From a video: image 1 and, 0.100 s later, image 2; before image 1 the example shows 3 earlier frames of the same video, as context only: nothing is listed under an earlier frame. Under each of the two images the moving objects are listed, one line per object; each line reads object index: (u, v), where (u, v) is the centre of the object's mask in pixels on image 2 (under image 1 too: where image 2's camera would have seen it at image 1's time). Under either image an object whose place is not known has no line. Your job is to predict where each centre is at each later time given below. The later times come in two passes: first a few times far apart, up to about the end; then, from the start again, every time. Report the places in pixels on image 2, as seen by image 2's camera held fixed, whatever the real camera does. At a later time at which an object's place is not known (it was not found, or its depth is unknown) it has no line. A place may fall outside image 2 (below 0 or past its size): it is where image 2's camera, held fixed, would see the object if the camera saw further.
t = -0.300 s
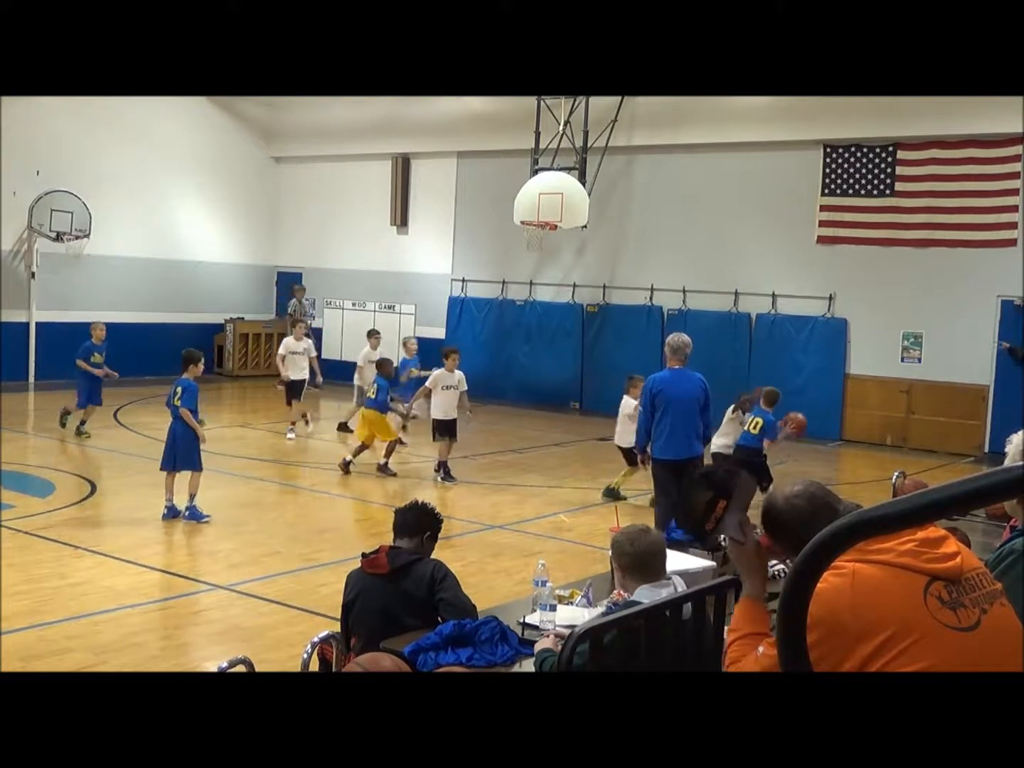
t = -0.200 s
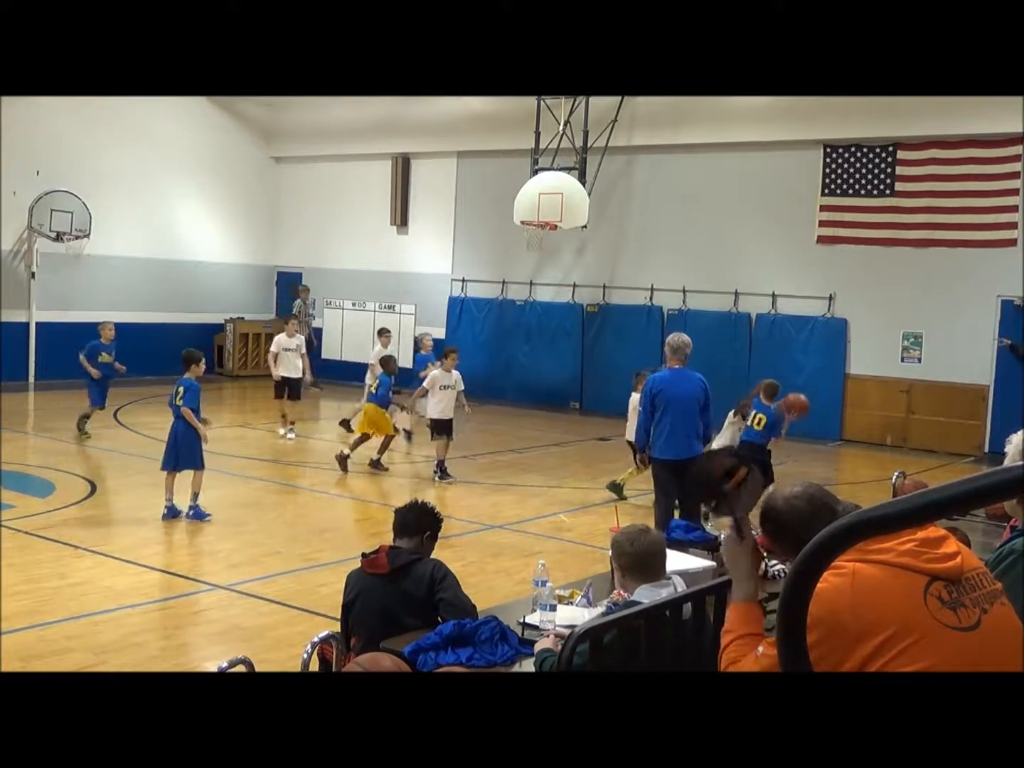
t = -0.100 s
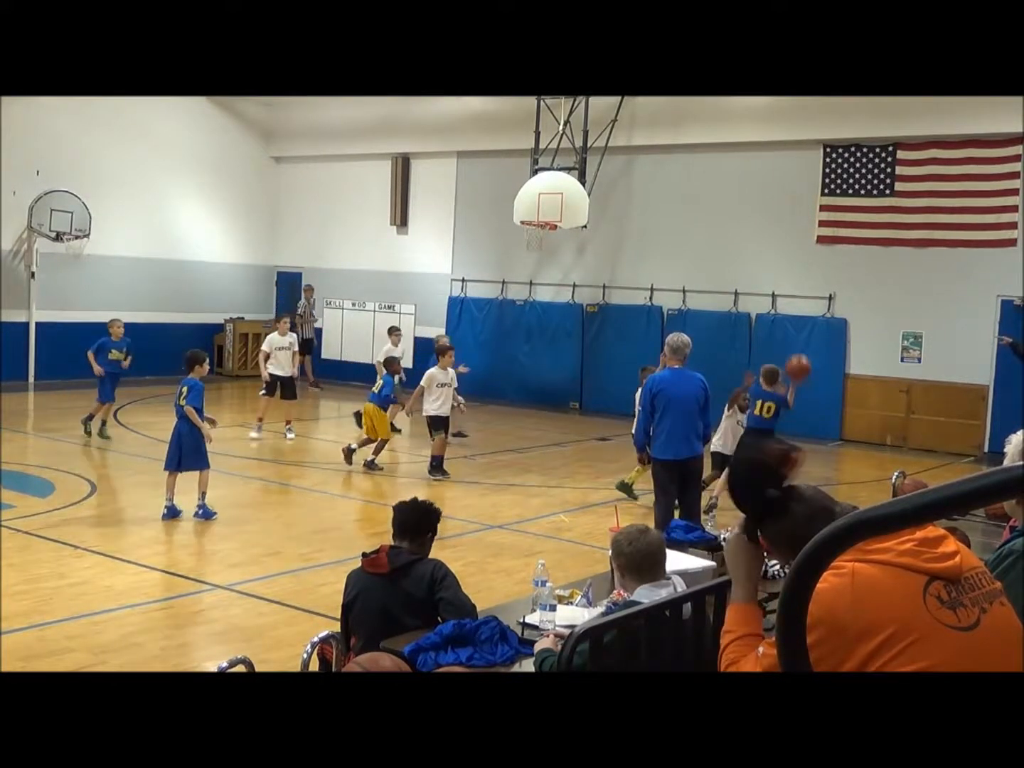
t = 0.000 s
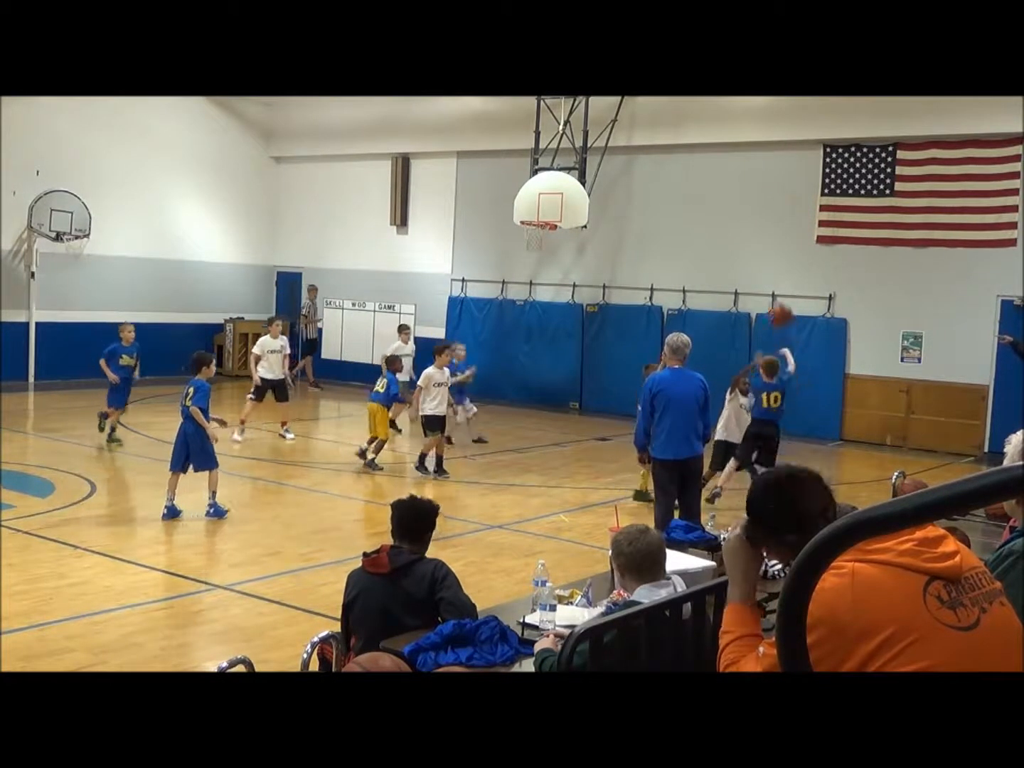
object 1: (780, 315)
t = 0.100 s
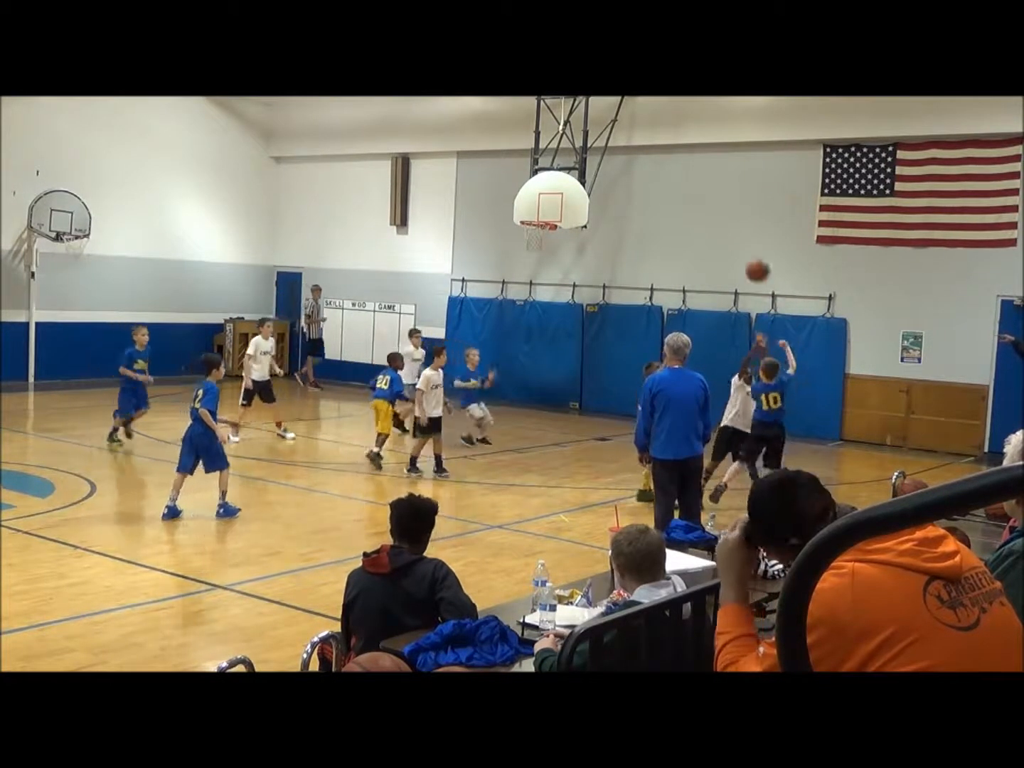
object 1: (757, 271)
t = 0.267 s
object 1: (721, 225)
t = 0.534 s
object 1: (665, 210)
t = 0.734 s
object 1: (625, 242)
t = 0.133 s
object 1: (749, 259)
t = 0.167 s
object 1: (742, 249)
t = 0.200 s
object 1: (735, 239)
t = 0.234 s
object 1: (728, 231)
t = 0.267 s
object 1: (721, 225)
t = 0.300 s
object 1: (714, 219)
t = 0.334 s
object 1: (707, 214)
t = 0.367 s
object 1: (699, 211)
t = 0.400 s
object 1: (693, 209)
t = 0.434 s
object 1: (685, 208)
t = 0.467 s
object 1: (678, 207)
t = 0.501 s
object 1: (671, 208)
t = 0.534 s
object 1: (665, 210)
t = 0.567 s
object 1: (658, 213)
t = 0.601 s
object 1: (651, 217)
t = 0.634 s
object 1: (645, 221)
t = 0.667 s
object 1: (638, 227)
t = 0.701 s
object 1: (632, 234)
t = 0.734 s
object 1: (625, 242)
